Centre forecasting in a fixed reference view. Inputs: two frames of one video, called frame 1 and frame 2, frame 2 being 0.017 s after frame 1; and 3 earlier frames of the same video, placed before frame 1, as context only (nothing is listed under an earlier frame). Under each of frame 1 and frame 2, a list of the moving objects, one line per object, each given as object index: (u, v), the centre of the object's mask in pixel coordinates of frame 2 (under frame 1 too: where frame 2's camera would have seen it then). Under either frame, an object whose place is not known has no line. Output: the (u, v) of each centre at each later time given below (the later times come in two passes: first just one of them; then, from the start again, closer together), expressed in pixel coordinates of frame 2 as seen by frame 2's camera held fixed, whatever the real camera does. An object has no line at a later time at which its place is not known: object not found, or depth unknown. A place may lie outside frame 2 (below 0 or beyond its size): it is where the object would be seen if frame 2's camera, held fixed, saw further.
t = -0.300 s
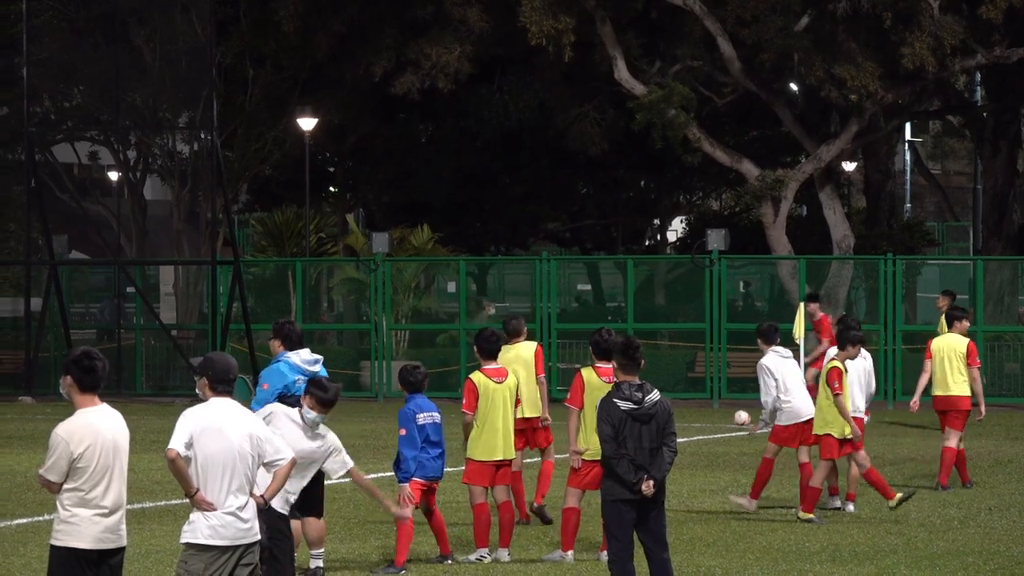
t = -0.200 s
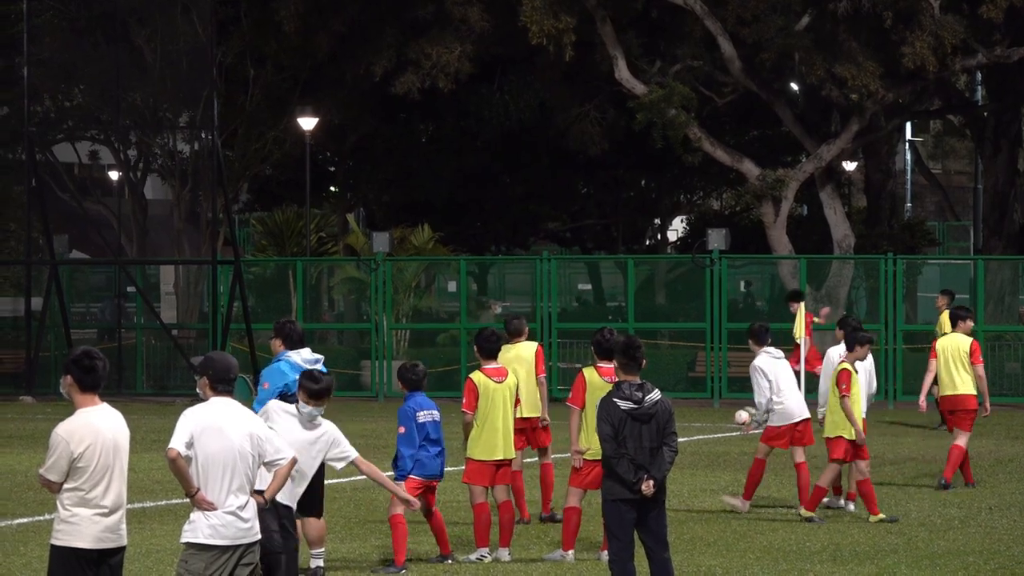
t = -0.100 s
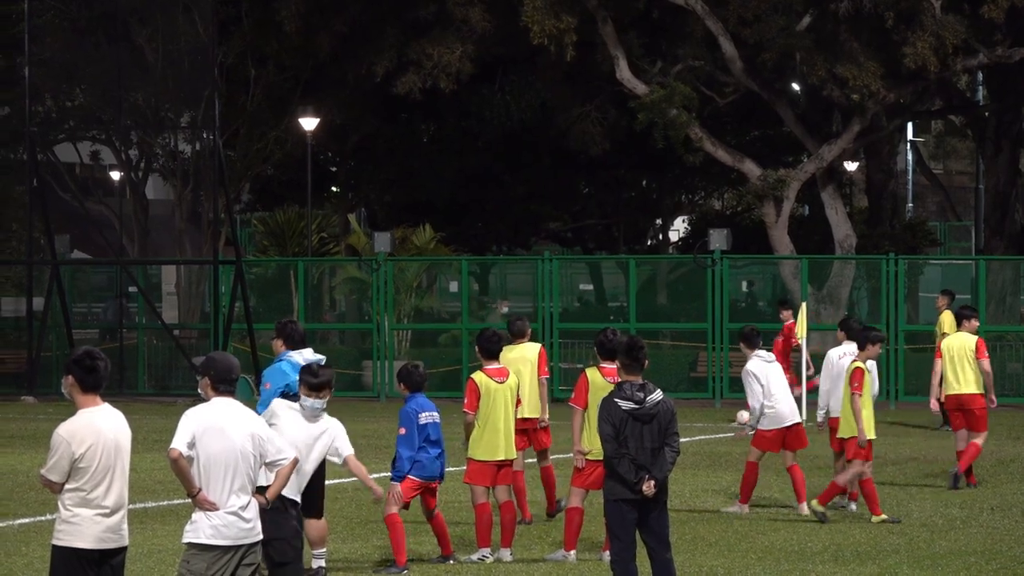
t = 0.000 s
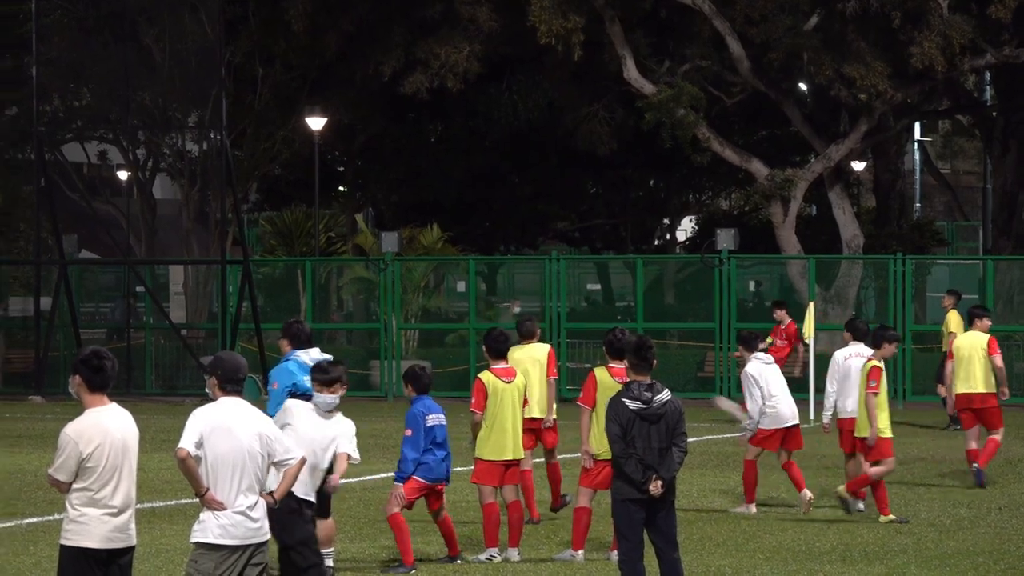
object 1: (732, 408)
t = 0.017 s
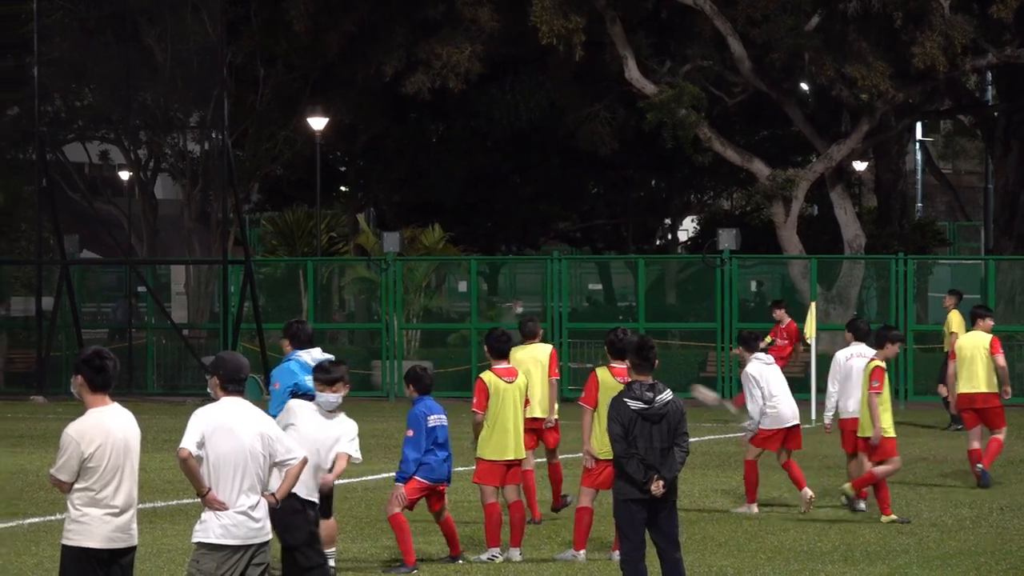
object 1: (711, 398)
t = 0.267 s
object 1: (367, 248)
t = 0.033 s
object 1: (681, 384)
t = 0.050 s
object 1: (663, 376)
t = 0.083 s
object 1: (603, 350)
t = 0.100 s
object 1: (590, 342)
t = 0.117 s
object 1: (567, 332)
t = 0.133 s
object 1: (549, 323)
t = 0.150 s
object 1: (520, 311)
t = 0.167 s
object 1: (500, 303)
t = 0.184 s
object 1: (478, 293)
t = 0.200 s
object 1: (455, 284)
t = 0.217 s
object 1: (433, 275)
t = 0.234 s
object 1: (411, 266)
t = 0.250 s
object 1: (389, 257)
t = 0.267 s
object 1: (367, 248)
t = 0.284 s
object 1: (346, 239)
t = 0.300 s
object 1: (324, 230)
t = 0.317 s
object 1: (303, 222)
